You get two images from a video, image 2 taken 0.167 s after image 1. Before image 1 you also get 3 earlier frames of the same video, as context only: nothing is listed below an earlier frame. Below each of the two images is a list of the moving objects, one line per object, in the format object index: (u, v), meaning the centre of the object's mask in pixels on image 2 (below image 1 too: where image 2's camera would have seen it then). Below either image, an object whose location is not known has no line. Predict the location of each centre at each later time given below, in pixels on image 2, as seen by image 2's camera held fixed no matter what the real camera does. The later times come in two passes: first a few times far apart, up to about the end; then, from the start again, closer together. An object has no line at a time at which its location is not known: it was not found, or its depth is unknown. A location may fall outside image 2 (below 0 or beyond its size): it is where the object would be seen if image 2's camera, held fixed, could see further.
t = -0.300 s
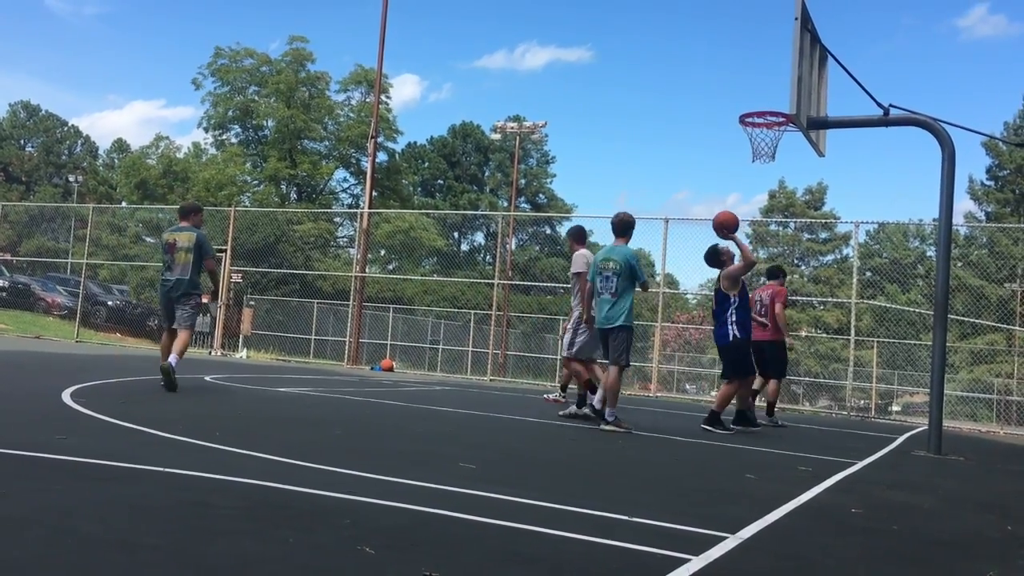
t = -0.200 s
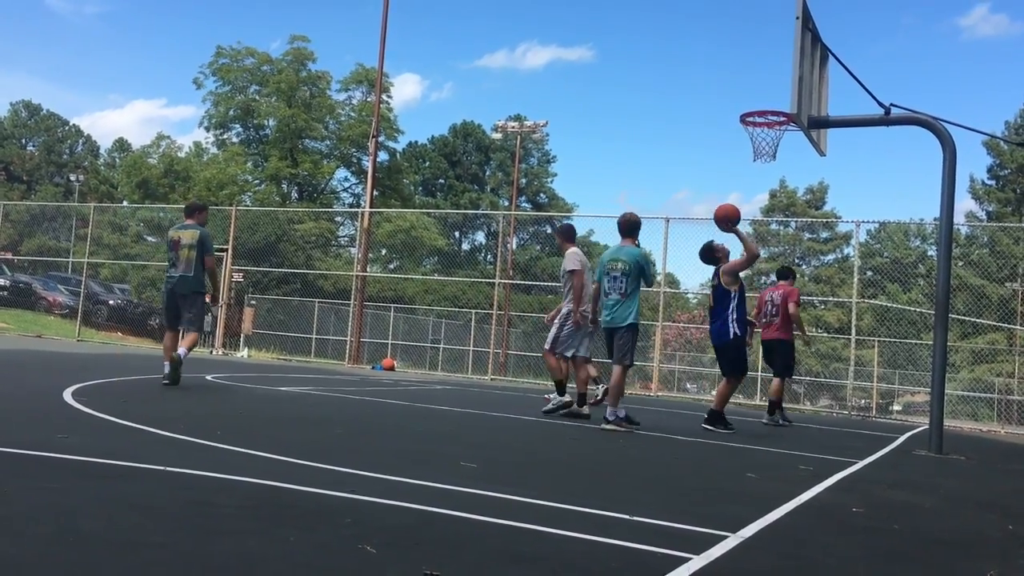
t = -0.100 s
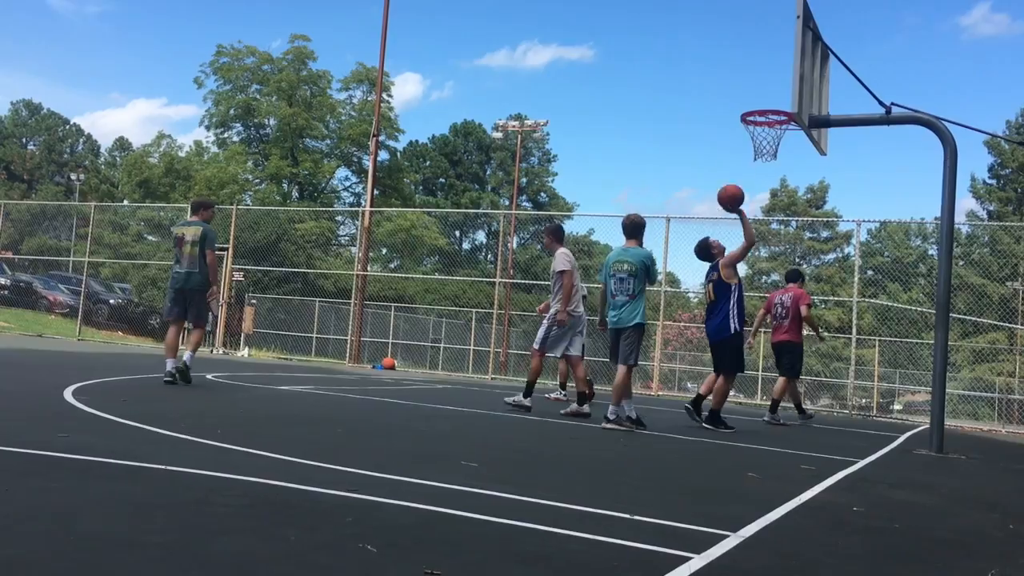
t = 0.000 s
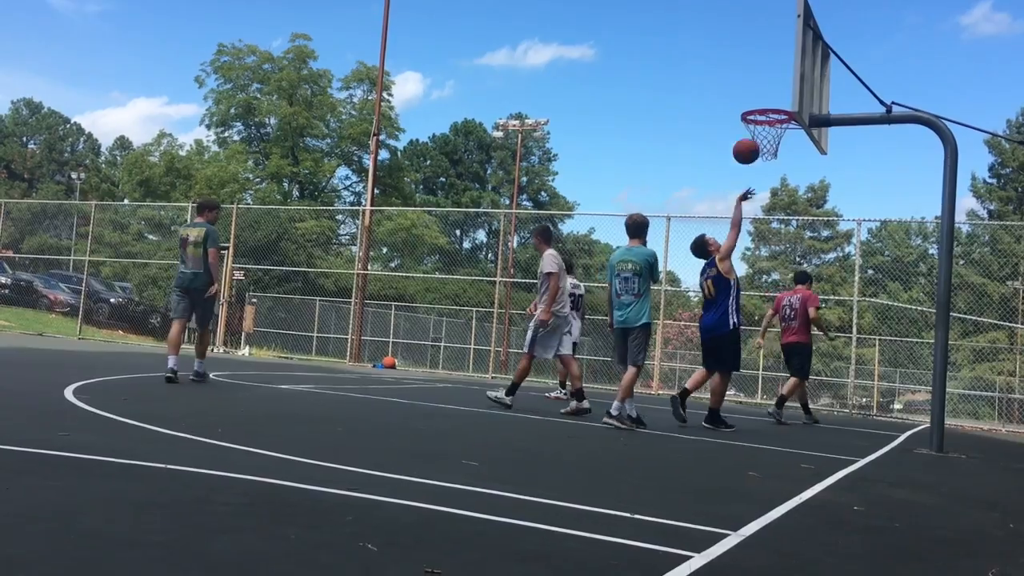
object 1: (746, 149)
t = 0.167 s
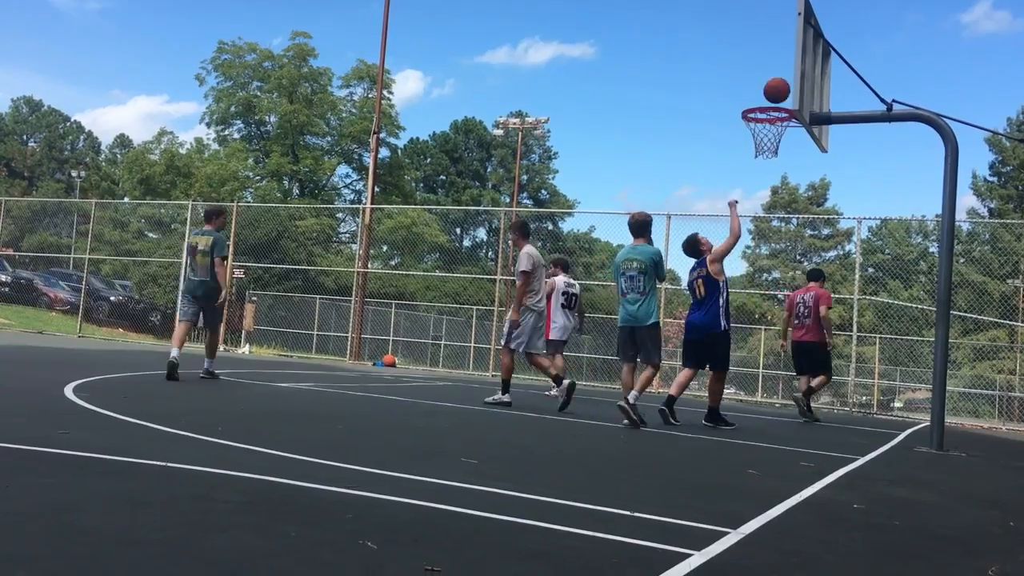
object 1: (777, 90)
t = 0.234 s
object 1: (785, 75)
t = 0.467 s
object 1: (772, 82)
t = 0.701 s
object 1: (752, 132)
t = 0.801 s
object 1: (757, 141)
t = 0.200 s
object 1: (781, 82)
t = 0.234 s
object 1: (785, 75)
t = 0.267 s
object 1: (787, 70)
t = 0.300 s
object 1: (785, 69)
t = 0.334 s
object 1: (784, 70)
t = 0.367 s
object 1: (781, 71)
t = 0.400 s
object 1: (779, 73)
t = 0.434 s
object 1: (775, 77)
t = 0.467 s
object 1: (772, 82)
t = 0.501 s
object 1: (769, 87)
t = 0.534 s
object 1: (765, 93)
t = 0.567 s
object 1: (762, 98)
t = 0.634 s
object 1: (755, 121)
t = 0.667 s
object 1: (752, 129)
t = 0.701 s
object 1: (752, 132)
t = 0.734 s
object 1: (754, 135)
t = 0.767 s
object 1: (756, 138)
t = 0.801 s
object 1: (757, 141)
